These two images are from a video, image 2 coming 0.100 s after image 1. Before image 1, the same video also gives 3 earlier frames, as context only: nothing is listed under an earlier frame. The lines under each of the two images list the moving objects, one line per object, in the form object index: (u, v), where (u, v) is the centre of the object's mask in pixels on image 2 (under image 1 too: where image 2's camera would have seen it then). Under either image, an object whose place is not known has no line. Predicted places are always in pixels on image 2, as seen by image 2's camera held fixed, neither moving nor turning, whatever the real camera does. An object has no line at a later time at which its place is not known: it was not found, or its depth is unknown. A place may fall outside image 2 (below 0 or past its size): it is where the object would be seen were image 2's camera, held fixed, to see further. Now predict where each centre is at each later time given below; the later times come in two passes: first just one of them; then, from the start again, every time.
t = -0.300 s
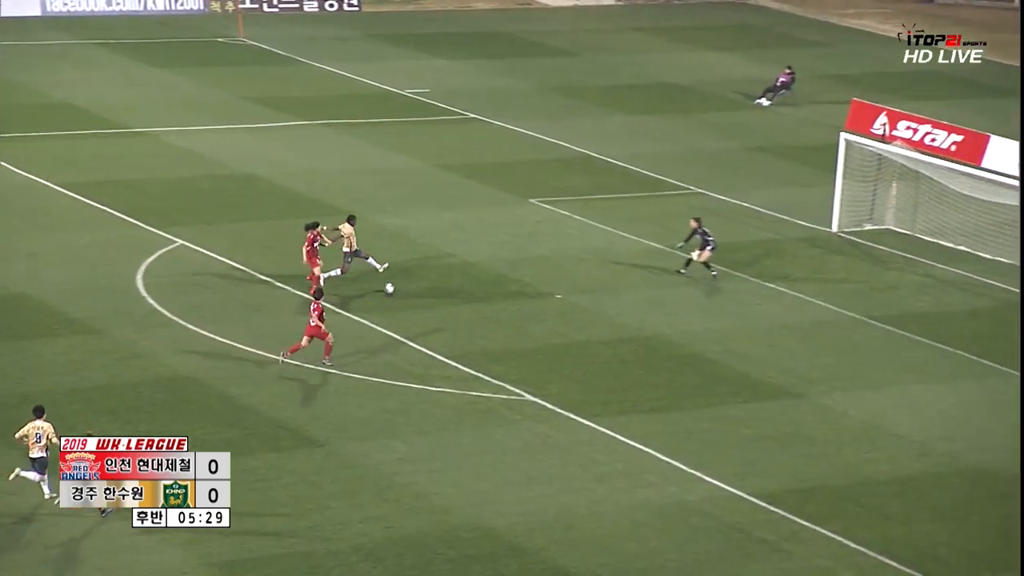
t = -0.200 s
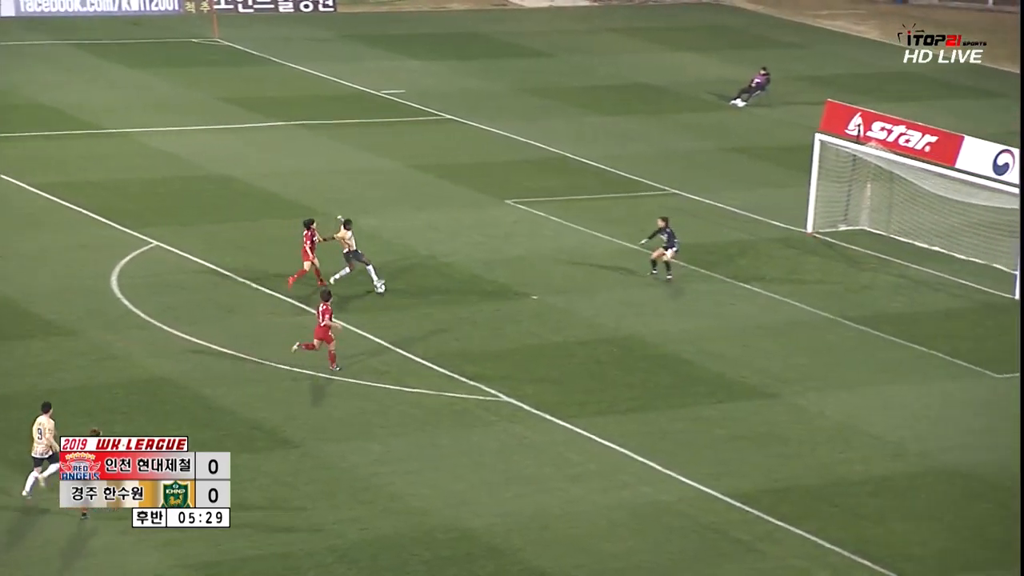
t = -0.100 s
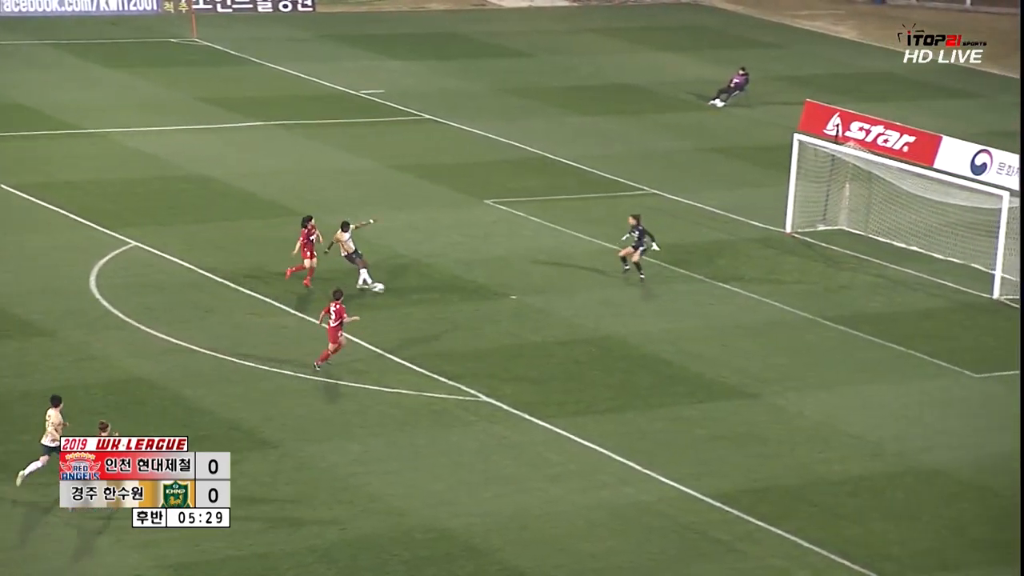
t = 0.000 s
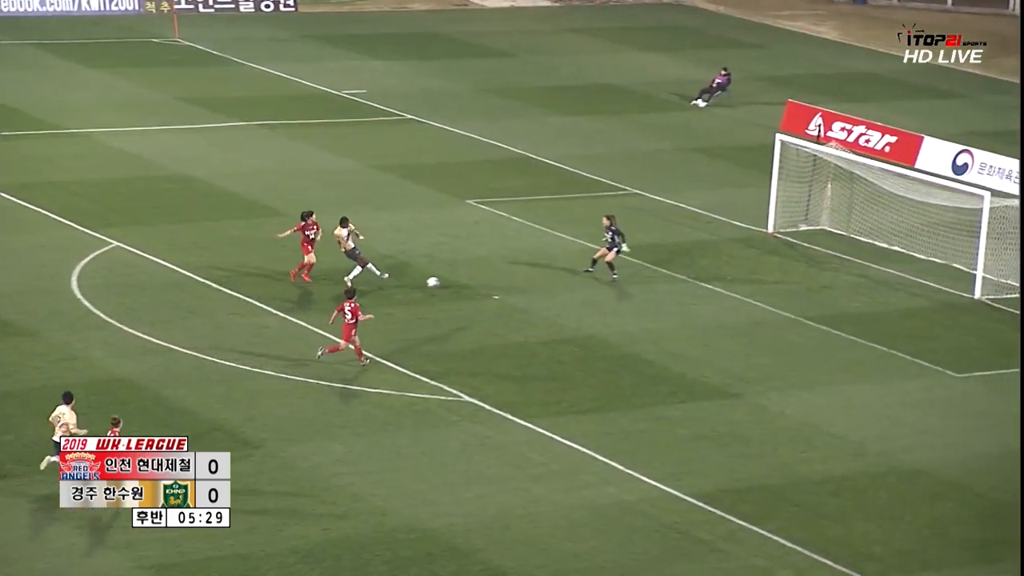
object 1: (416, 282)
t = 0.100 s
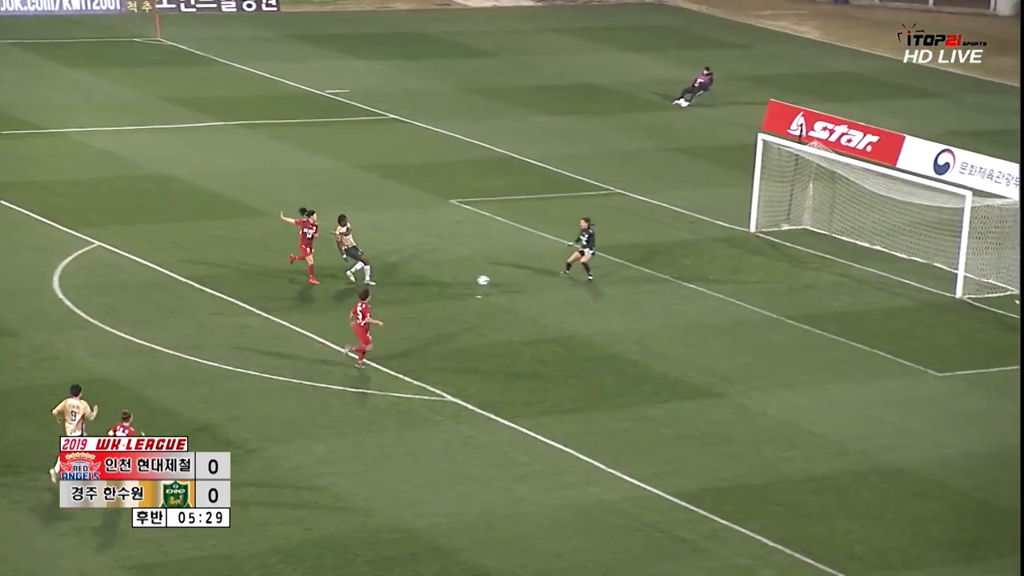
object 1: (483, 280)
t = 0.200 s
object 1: (546, 285)
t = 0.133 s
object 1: (504, 281)
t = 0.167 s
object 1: (525, 282)
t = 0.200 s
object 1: (546, 285)
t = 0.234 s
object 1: (566, 287)
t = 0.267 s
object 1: (585, 287)
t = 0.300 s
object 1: (602, 286)
